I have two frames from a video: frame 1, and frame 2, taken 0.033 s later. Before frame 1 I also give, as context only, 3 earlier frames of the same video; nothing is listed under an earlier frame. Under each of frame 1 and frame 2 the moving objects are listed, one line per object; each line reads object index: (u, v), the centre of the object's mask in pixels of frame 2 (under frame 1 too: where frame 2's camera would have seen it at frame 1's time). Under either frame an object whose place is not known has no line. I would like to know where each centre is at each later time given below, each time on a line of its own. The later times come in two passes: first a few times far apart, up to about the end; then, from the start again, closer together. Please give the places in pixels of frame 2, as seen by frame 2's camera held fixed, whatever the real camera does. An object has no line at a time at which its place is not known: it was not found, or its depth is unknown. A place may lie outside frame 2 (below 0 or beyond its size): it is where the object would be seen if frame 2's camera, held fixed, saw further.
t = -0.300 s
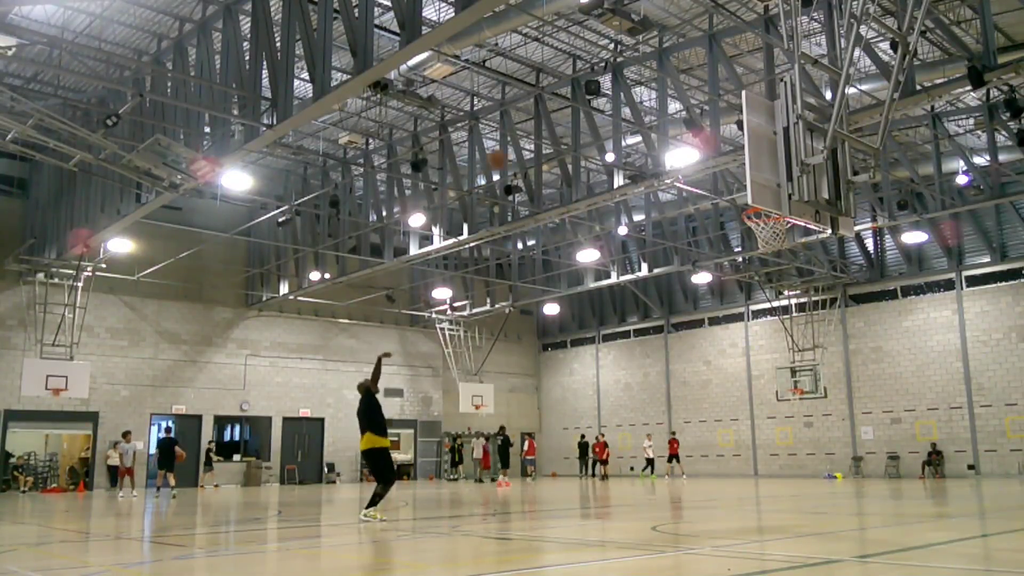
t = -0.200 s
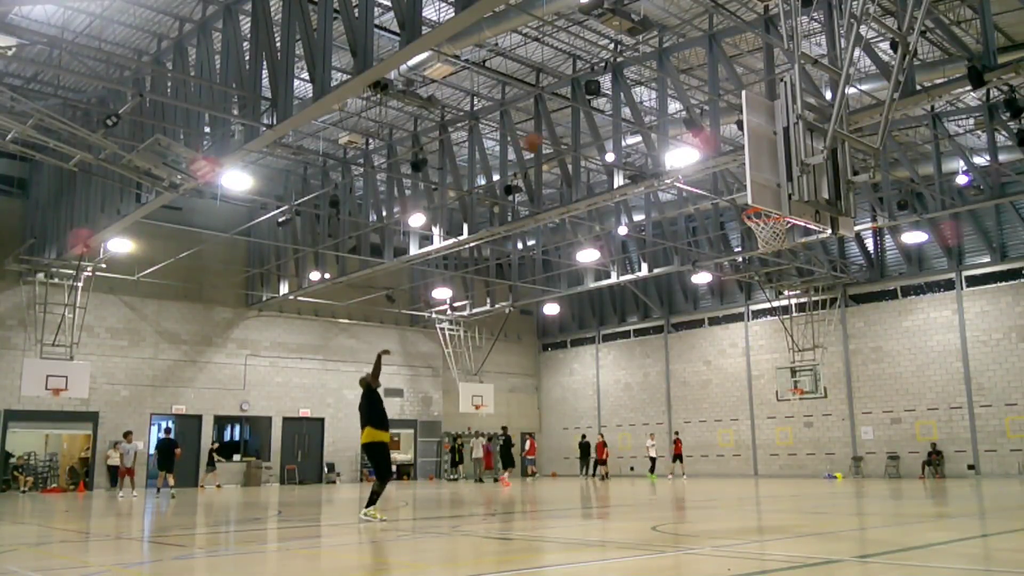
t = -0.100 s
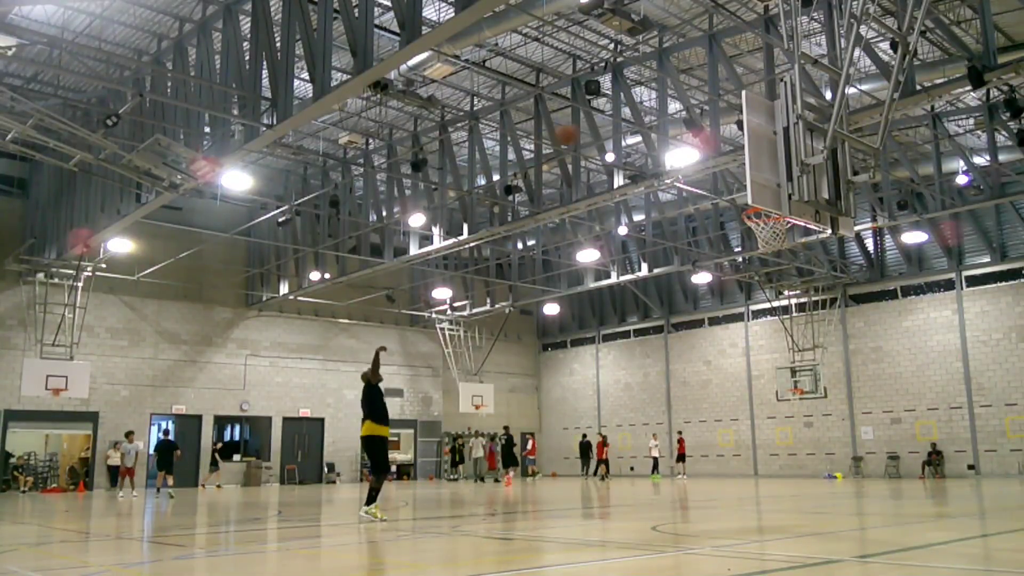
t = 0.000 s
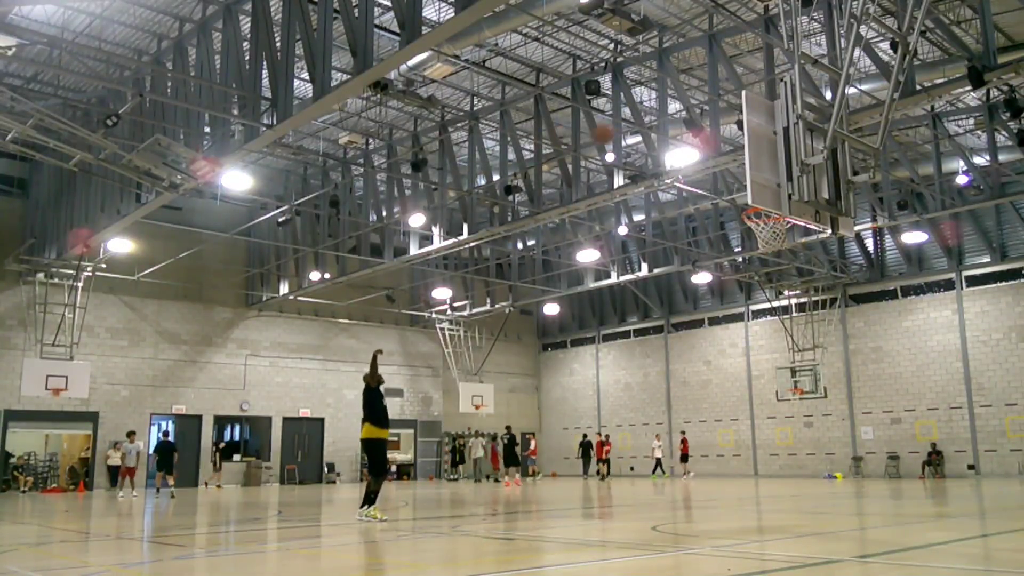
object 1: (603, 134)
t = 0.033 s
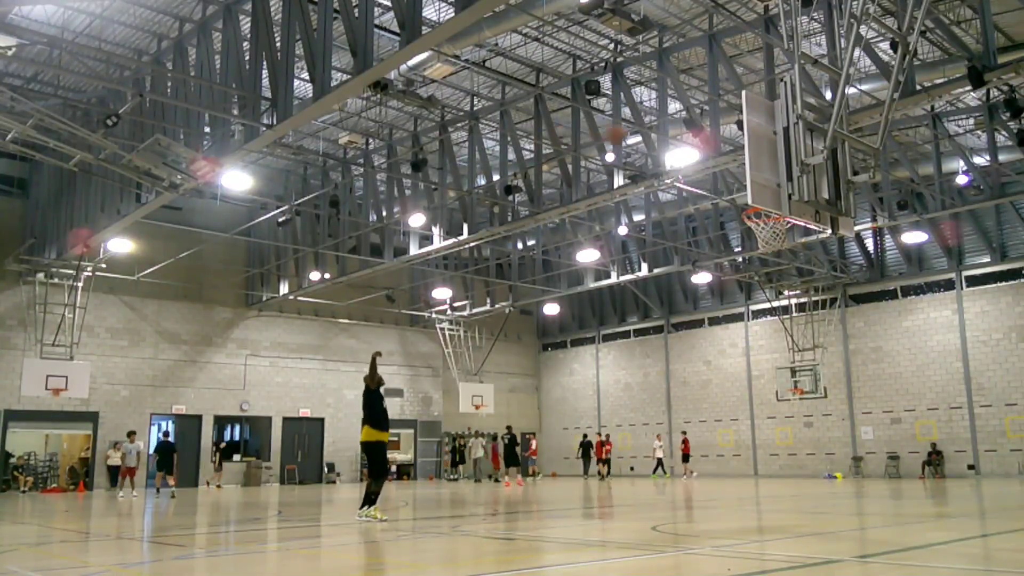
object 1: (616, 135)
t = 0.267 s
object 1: (714, 177)
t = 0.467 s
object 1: (798, 249)
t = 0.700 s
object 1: (870, 347)
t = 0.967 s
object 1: (953, 496)
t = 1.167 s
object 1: (938, 400)
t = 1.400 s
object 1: (925, 348)
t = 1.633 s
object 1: (919, 351)
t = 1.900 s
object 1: (918, 425)
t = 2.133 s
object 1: (920, 490)
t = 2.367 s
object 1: (917, 428)
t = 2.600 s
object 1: (918, 424)
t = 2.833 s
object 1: (926, 479)
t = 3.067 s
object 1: (927, 475)
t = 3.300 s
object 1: (925, 457)
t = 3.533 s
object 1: (930, 495)
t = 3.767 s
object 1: (930, 482)
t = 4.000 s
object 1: (931, 487)
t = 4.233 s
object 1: (933, 495)
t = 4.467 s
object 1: (936, 499)
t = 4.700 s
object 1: (937, 498)
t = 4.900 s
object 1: (939, 512)
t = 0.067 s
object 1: (630, 137)
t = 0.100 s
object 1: (643, 143)
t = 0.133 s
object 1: (656, 145)
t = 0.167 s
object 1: (665, 149)
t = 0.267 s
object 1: (714, 177)
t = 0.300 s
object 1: (728, 185)
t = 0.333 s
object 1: (738, 198)
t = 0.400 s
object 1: (777, 226)
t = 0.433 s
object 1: (788, 239)
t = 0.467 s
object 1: (798, 249)
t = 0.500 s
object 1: (806, 258)
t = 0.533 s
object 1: (818, 270)
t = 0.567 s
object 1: (829, 284)
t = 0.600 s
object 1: (838, 296)
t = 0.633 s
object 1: (849, 312)
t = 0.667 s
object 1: (858, 328)
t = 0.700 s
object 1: (870, 347)
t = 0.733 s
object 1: (881, 367)
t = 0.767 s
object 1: (894, 390)
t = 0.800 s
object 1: (905, 411)
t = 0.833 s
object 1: (916, 435)
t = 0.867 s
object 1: (933, 465)
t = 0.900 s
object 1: (944, 492)
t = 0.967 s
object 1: (953, 496)
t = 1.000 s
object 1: (952, 478)
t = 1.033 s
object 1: (947, 461)
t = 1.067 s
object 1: (946, 442)
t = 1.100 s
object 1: (943, 427)
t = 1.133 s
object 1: (940, 414)
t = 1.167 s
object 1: (938, 400)
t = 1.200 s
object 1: (936, 389)
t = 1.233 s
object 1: (934, 379)
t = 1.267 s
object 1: (932, 370)
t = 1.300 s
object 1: (930, 363)
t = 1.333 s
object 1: (928, 357)
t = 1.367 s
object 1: (927, 351)
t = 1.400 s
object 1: (925, 348)
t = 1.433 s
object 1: (924, 345)
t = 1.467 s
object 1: (923, 343)
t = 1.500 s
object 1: (922, 342)
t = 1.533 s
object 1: (921, 343)
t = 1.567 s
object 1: (920, 345)
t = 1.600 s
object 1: (919, 347)
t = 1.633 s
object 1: (919, 351)
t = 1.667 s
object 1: (918, 356)
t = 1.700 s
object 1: (918, 363)
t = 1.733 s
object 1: (917, 370)
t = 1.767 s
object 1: (917, 379)
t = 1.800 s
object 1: (918, 388)
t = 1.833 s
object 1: (918, 399)
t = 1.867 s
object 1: (917, 411)
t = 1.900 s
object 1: (918, 425)
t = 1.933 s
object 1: (918, 439)
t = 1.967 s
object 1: (918, 457)
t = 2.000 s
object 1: (920, 476)
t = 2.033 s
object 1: (922, 494)
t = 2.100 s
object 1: (921, 503)
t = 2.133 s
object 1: (920, 490)
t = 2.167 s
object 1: (919, 478)
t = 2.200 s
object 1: (919, 467)
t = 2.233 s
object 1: (918, 456)
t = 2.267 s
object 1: (917, 447)
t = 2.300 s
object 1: (917, 440)
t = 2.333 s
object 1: (917, 434)
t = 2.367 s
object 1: (917, 428)
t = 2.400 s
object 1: (916, 425)
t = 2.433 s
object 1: (917, 421)
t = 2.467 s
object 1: (917, 420)
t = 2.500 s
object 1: (917, 419)
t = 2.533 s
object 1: (917, 420)
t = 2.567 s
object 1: (918, 422)
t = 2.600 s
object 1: (918, 424)
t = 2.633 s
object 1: (919, 428)
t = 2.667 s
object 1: (920, 433)
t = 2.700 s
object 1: (921, 439)
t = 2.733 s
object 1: (922, 448)
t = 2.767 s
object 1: (924, 457)
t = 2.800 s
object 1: (925, 467)
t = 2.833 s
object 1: (926, 479)
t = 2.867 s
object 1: (928, 491)
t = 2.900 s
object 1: (930, 506)
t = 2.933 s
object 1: (930, 511)
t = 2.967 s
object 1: (929, 501)
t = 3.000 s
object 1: (928, 491)
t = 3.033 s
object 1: (927, 483)
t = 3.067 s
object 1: (927, 475)
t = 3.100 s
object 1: (926, 469)
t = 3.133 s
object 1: (926, 465)
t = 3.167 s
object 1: (926, 461)
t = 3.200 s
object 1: (926, 458)
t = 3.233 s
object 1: (926, 457)
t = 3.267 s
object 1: (925, 456)
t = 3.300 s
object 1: (925, 457)
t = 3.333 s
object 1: (925, 458)
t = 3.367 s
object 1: (926, 462)
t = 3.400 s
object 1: (926, 466)
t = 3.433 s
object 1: (927, 471)
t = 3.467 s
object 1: (928, 478)
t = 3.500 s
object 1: (929, 486)
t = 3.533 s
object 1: (930, 495)
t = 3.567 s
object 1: (931, 505)
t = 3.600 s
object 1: (932, 512)
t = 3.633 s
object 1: (931, 504)
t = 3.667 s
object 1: (931, 497)
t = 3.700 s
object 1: (930, 491)
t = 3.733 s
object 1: (930, 486)
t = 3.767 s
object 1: (930, 482)
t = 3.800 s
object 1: (929, 479)
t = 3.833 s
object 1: (930, 478)
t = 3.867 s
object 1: (930, 477)
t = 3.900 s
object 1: (930, 478)
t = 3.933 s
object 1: (930, 480)
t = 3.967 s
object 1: (931, 483)
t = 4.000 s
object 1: (931, 487)
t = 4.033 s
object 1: (932, 492)
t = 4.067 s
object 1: (933, 499)
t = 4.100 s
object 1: (934, 508)
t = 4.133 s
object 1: (934, 511)
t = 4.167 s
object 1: (934, 505)
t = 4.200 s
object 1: (934, 499)
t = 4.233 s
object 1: (933, 495)
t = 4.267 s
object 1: (934, 492)
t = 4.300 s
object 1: (934, 490)
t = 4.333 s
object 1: (934, 490)
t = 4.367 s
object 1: (934, 490)
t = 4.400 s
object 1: (935, 491)
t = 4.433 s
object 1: (935, 494)
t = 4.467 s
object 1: (936, 499)
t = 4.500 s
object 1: (937, 504)
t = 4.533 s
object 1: (938, 510)
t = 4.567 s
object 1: (938, 509)
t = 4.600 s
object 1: (937, 505)
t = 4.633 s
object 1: (937, 502)
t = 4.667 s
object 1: (937, 499)
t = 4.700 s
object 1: (937, 498)
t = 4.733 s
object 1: (937, 497)
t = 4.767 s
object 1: (937, 498)
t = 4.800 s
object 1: (937, 500)
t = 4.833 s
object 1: (938, 504)
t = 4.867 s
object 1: (938, 508)
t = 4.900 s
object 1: (939, 512)
